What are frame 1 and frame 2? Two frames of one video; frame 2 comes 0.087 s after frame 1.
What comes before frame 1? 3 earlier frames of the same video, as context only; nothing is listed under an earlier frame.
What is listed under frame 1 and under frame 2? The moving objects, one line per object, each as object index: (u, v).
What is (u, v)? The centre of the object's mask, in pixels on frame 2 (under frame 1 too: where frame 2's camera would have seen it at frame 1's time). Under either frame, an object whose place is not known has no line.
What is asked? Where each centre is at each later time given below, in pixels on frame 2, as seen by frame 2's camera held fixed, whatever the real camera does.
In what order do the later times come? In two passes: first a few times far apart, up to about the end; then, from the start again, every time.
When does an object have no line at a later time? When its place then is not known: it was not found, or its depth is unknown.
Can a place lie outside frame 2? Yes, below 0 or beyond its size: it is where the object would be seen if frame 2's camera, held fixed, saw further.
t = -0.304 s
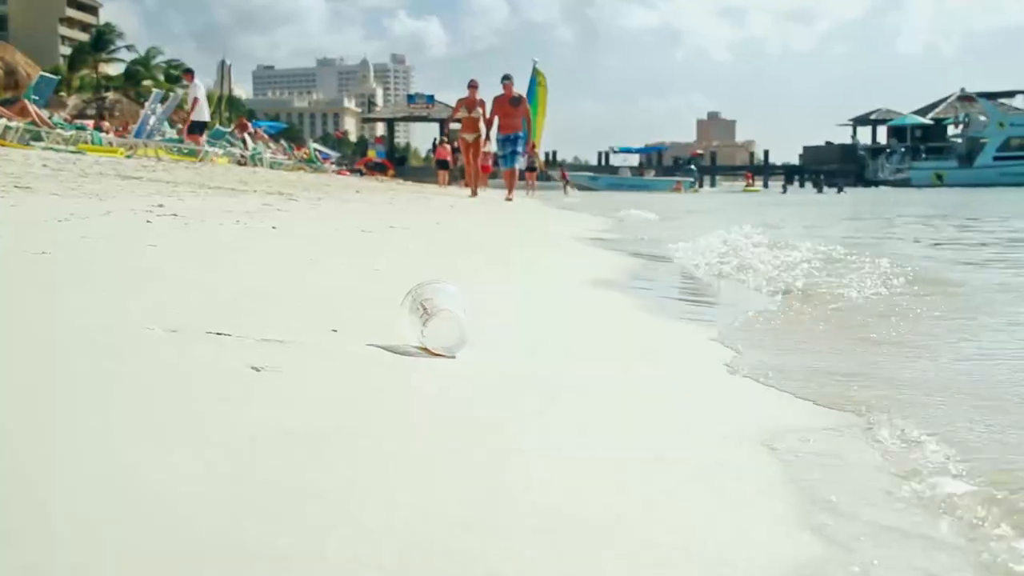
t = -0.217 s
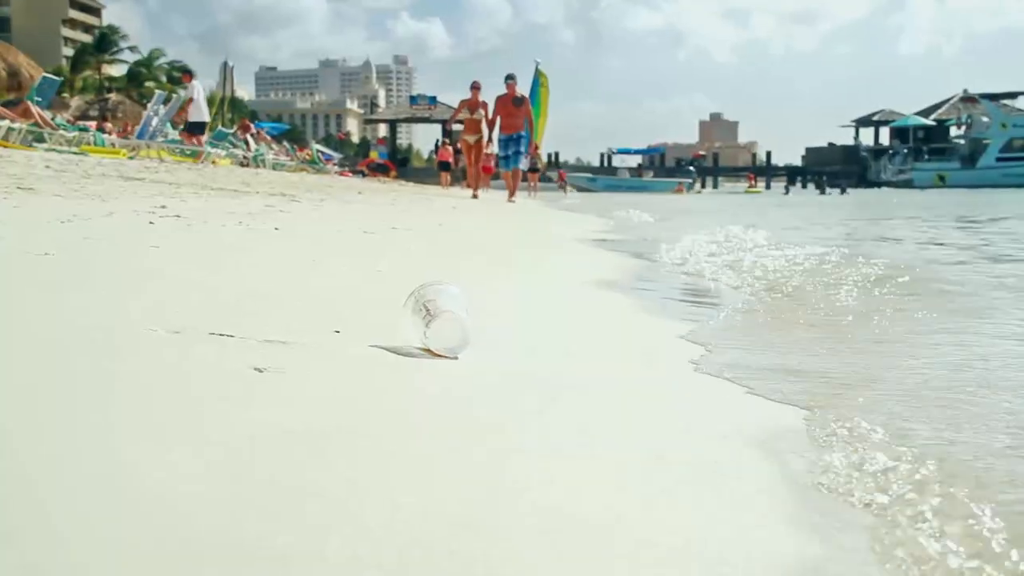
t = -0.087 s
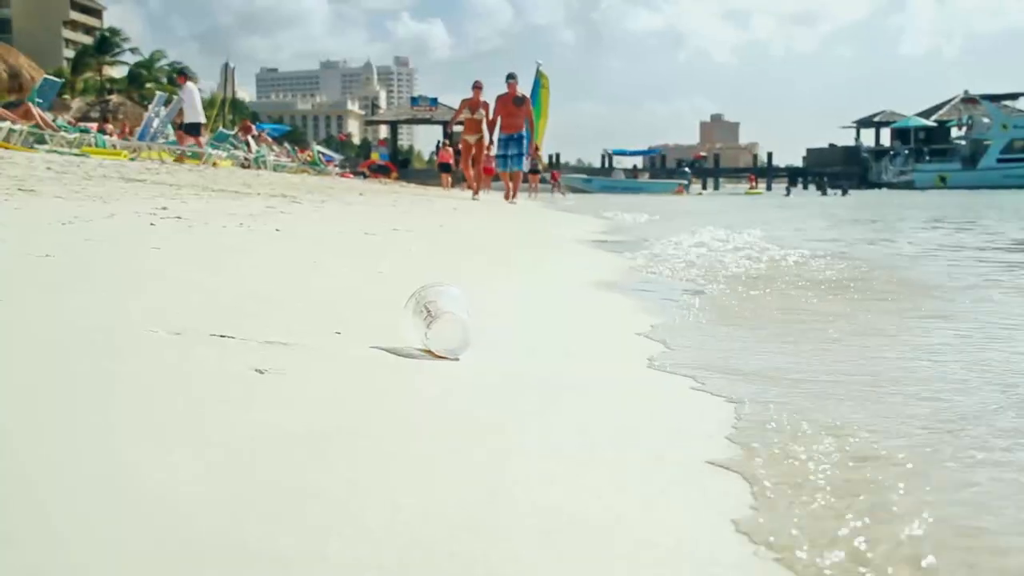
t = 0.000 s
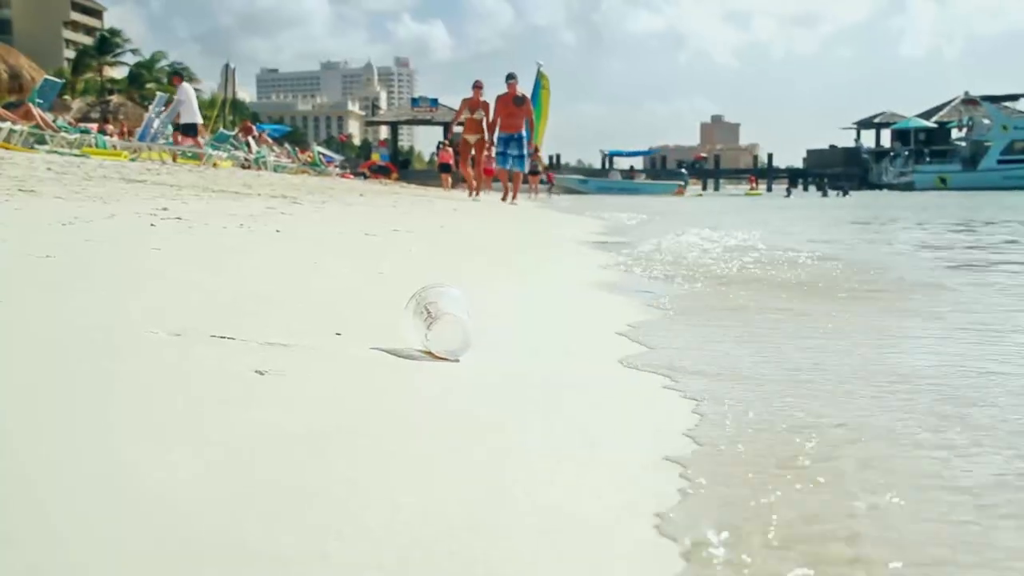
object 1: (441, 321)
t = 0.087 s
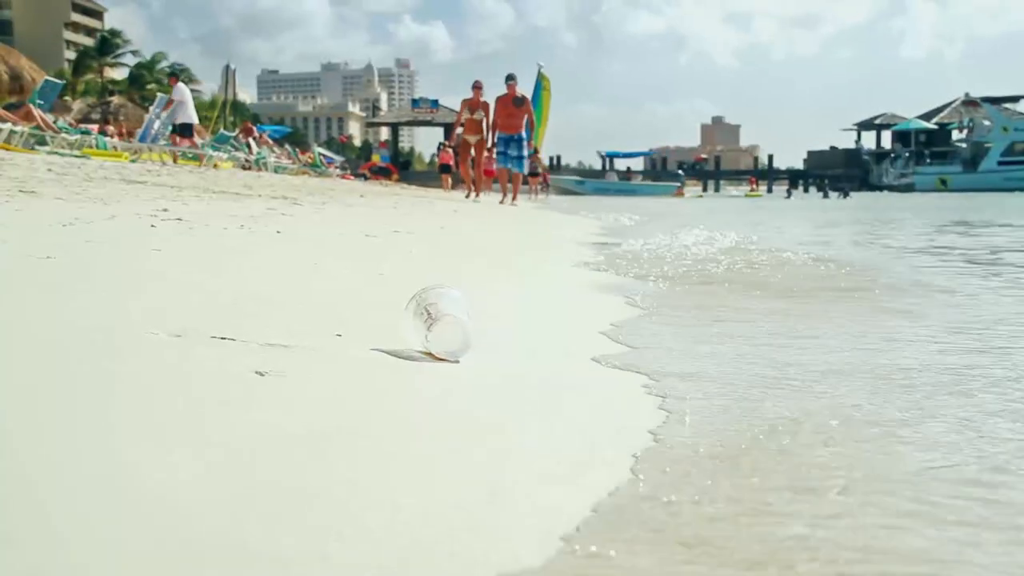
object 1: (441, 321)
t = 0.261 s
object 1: (442, 322)
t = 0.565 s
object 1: (441, 322)
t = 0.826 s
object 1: (435, 320)
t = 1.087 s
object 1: (423, 320)
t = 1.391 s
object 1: (438, 321)
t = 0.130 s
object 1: (441, 321)
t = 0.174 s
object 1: (441, 321)
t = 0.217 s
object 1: (441, 321)
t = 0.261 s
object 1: (442, 322)
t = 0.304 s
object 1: (441, 321)
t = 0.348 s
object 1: (441, 322)
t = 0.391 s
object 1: (441, 322)
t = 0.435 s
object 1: (441, 322)
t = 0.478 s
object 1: (441, 322)
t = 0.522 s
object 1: (441, 322)
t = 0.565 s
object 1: (441, 322)
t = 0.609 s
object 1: (441, 322)
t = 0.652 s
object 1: (441, 321)
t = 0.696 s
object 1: (440, 321)
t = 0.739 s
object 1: (439, 321)
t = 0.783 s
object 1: (437, 320)
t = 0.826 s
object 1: (435, 320)
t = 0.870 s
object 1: (433, 319)
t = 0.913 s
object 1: (430, 319)
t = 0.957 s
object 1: (427, 319)
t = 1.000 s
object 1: (424, 320)
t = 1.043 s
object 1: (422, 320)
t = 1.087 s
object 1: (423, 320)
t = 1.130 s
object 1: (424, 320)
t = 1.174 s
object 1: (426, 320)
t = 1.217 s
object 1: (428, 320)
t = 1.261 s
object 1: (430, 321)
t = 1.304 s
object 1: (432, 321)
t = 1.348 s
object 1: (435, 321)
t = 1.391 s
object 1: (438, 321)
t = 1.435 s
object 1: (441, 321)
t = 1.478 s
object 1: (443, 321)
